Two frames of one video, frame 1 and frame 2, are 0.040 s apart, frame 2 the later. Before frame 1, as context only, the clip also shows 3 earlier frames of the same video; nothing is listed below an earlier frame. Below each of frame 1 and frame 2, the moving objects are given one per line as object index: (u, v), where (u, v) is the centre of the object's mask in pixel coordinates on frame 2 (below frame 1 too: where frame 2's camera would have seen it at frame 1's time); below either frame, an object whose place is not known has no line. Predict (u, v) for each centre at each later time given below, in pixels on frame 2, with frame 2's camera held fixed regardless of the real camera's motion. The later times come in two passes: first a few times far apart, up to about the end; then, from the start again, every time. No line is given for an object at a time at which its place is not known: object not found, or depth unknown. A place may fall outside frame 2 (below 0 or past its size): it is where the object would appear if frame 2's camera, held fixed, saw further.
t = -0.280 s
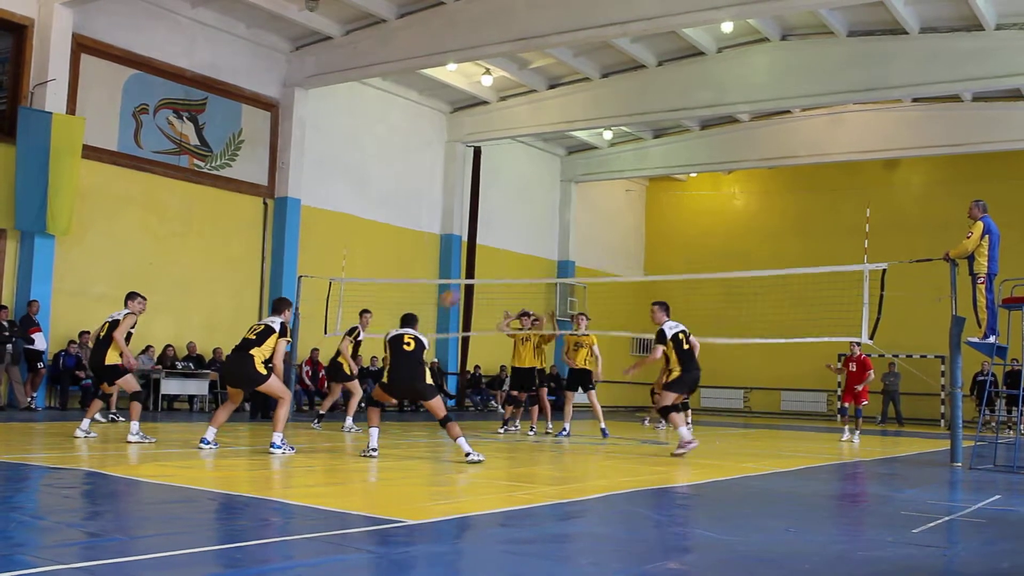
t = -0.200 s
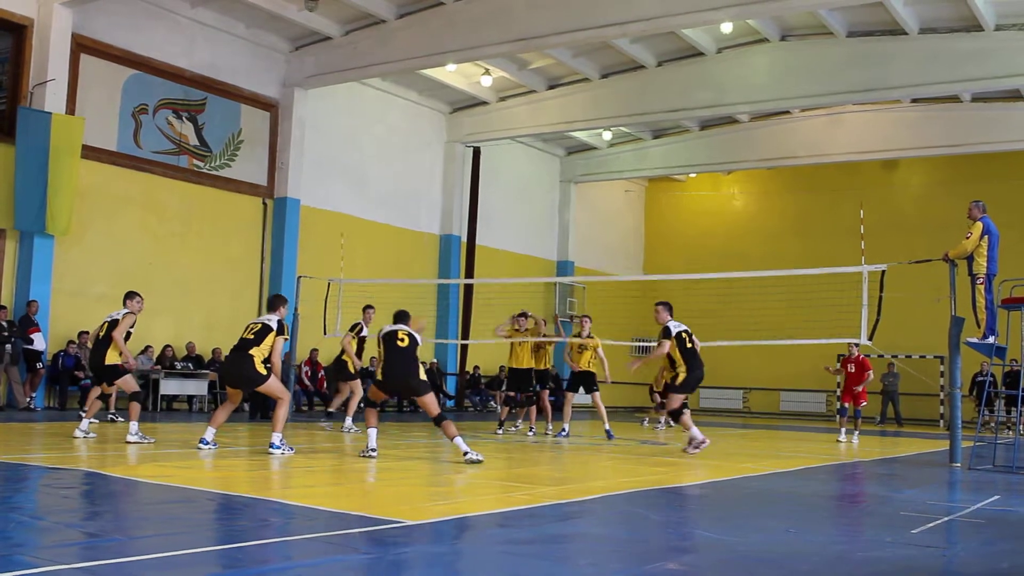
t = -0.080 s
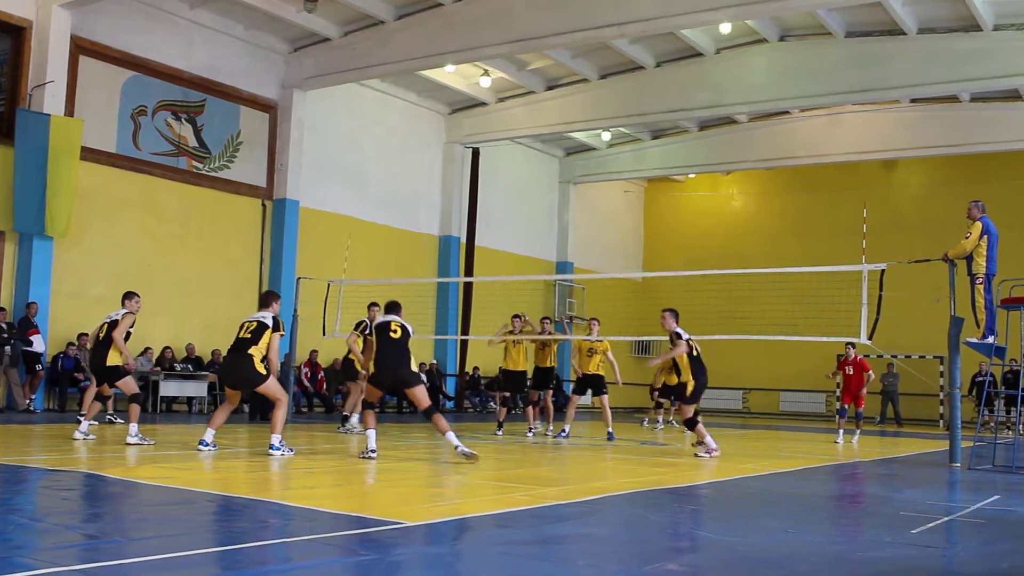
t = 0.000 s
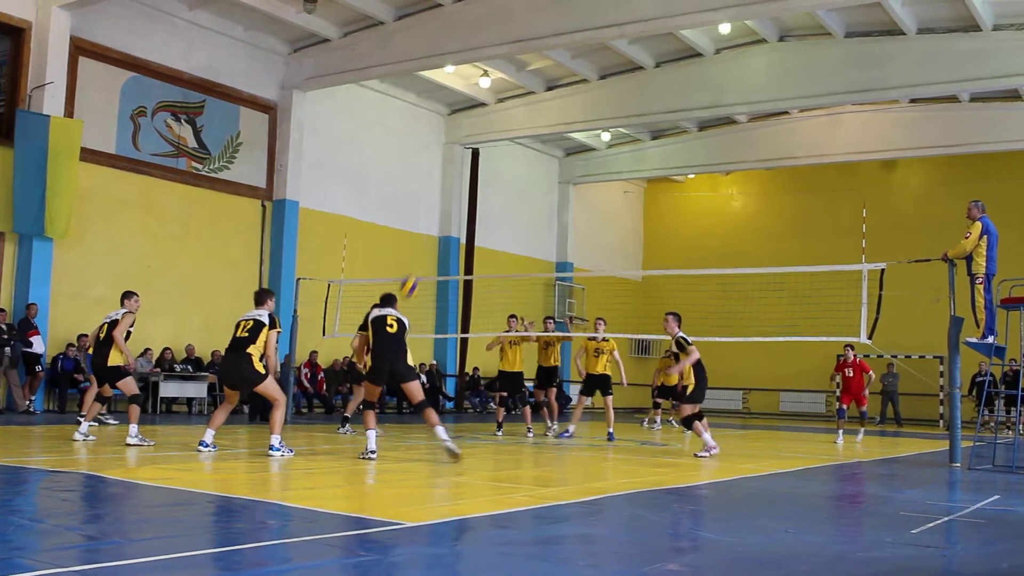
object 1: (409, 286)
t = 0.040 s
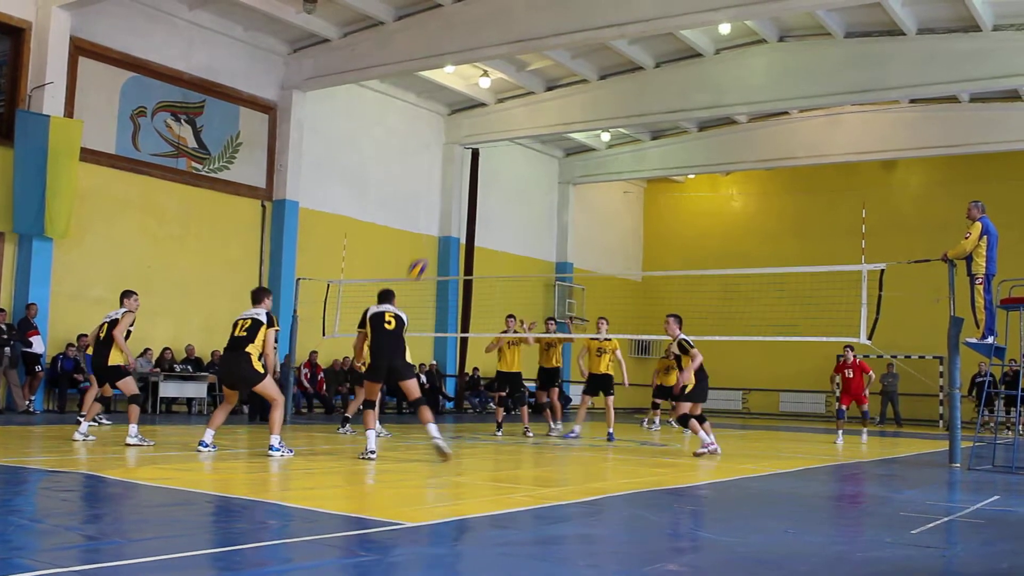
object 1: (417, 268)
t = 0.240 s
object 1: (457, 197)
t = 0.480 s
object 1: (496, 165)
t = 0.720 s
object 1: (528, 179)
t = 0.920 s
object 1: (552, 220)
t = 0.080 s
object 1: (425, 250)
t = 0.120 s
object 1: (433, 234)
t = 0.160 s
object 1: (442, 221)
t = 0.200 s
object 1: (450, 208)
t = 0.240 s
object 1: (457, 197)
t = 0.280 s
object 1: (464, 189)
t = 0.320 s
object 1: (471, 181)
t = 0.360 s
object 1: (476, 176)
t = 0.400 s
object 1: (482, 171)
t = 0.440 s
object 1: (489, 168)
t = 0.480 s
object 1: (496, 165)
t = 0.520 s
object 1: (501, 165)
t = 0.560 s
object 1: (507, 165)
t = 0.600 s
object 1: (512, 167)
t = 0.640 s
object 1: (517, 170)
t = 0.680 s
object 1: (523, 174)
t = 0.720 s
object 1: (528, 179)
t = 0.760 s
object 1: (533, 185)
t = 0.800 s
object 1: (538, 192)
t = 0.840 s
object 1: (543, 200)
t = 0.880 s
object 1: (547, 210)
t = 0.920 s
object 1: (552, 220)
